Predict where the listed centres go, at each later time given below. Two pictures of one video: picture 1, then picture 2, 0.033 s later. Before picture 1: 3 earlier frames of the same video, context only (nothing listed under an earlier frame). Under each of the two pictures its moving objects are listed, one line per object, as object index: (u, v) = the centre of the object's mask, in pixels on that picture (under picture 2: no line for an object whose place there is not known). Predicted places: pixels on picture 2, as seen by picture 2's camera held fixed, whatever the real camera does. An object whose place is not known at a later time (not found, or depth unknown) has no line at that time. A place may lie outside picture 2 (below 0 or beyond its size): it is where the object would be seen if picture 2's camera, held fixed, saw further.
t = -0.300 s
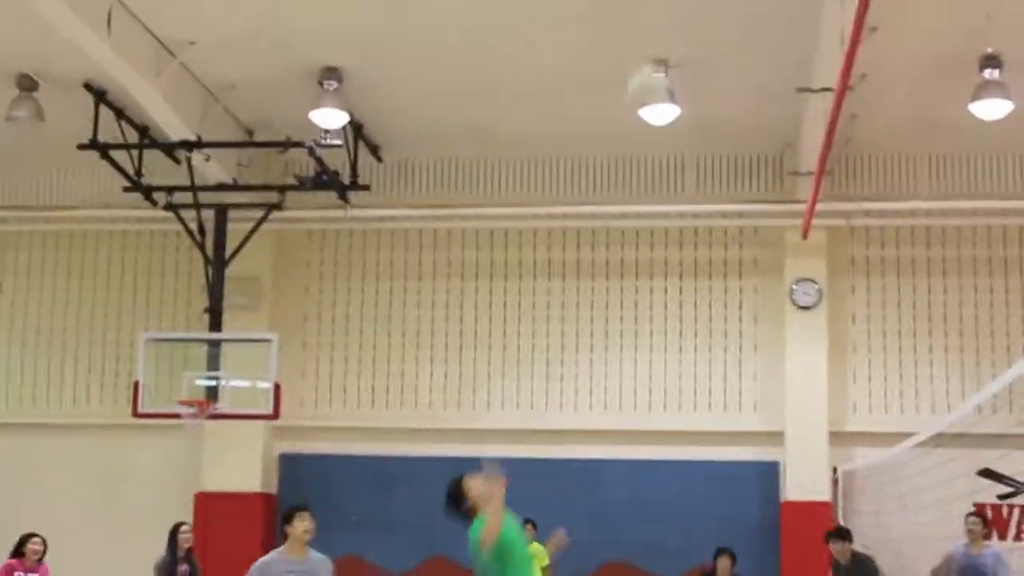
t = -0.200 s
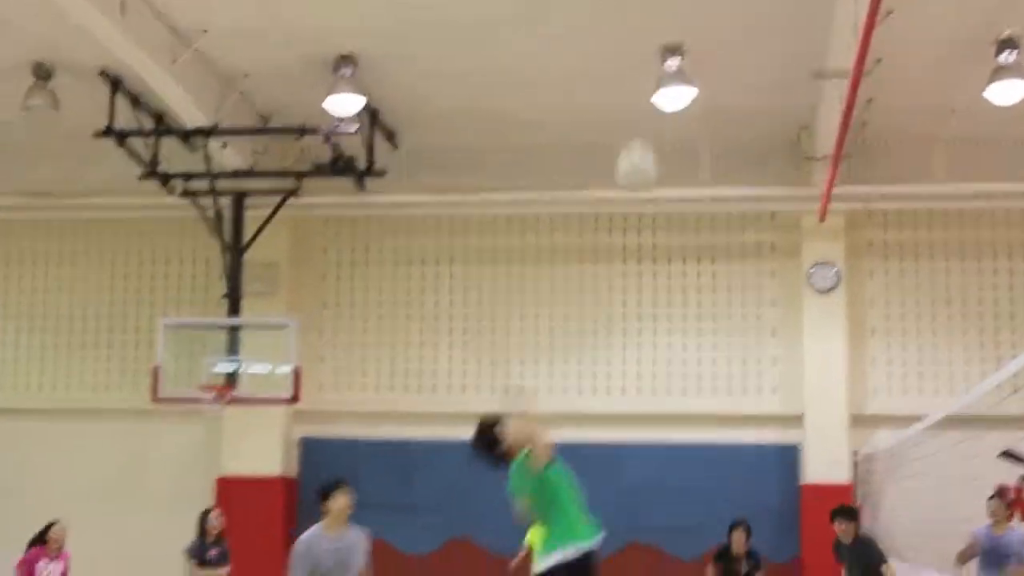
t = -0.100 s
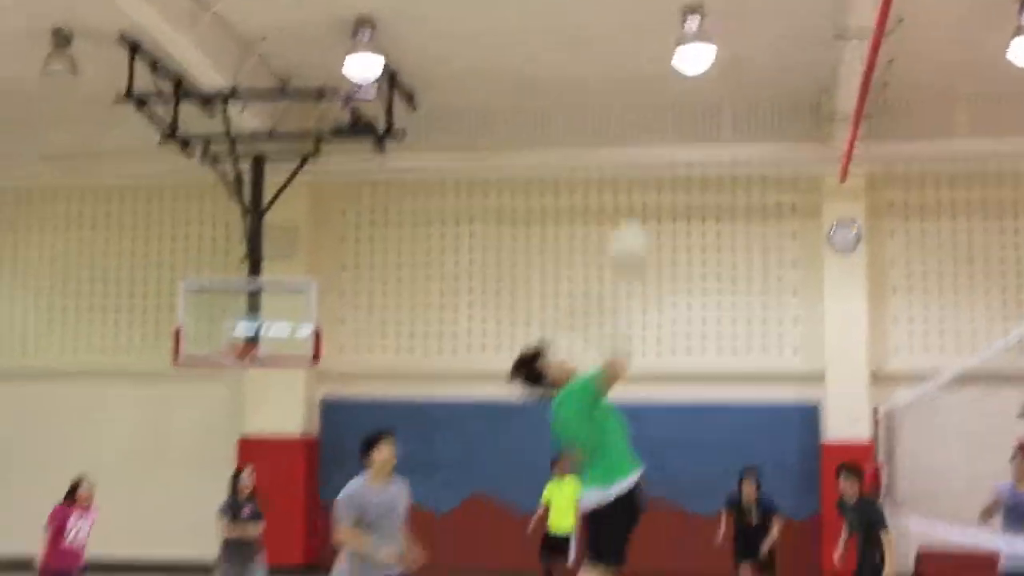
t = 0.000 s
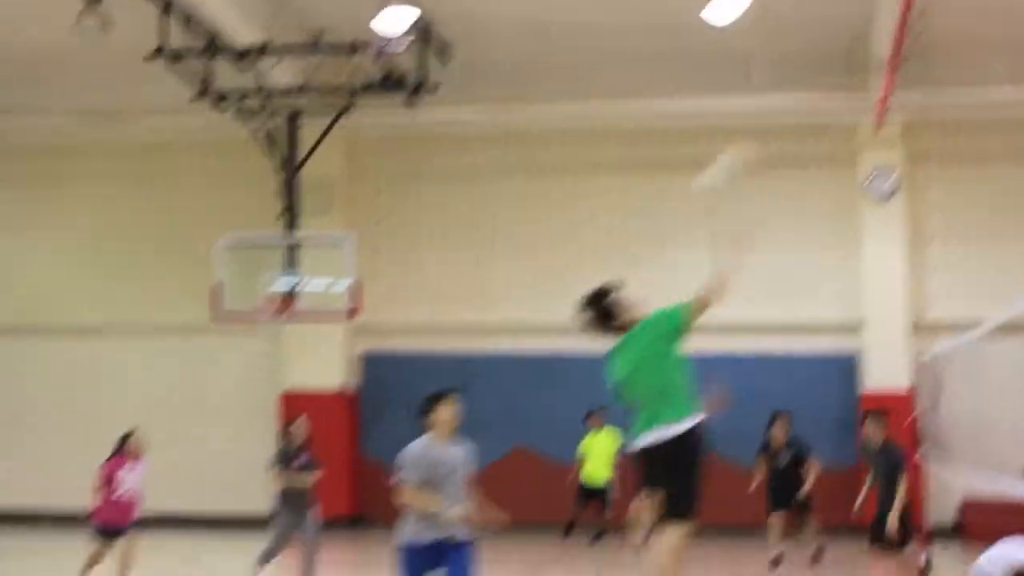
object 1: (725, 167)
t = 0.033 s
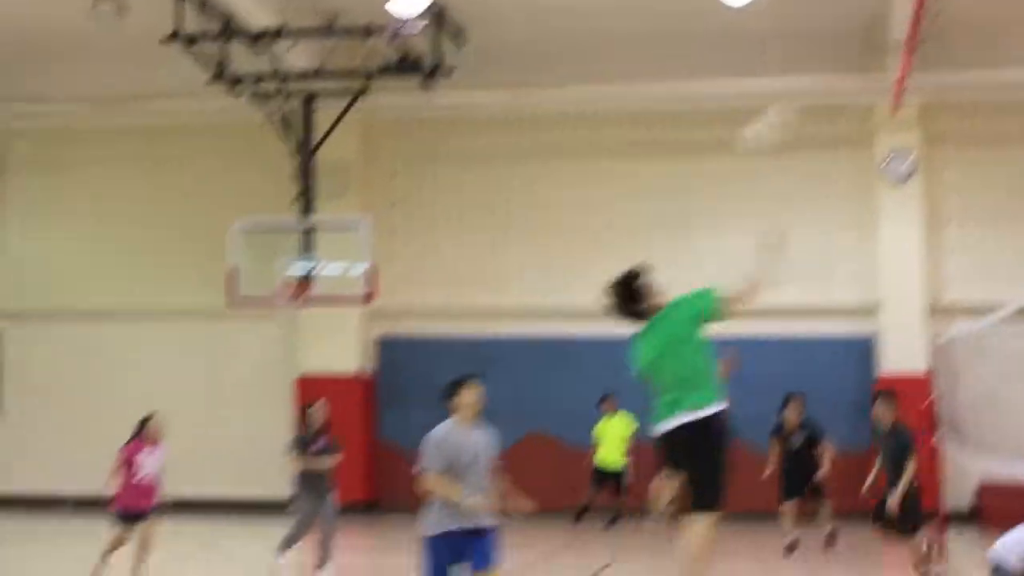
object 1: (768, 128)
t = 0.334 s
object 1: (1011, -7)
